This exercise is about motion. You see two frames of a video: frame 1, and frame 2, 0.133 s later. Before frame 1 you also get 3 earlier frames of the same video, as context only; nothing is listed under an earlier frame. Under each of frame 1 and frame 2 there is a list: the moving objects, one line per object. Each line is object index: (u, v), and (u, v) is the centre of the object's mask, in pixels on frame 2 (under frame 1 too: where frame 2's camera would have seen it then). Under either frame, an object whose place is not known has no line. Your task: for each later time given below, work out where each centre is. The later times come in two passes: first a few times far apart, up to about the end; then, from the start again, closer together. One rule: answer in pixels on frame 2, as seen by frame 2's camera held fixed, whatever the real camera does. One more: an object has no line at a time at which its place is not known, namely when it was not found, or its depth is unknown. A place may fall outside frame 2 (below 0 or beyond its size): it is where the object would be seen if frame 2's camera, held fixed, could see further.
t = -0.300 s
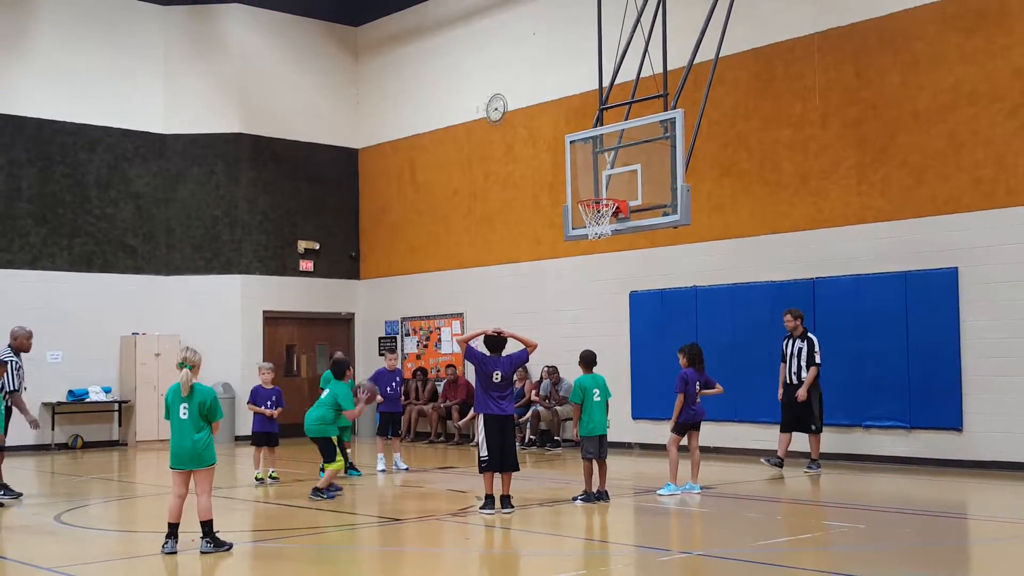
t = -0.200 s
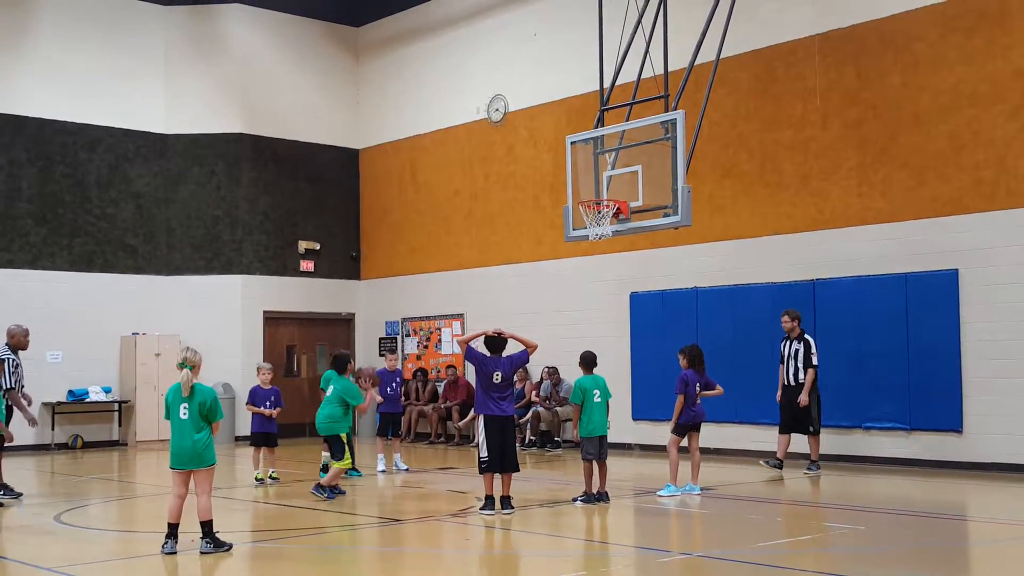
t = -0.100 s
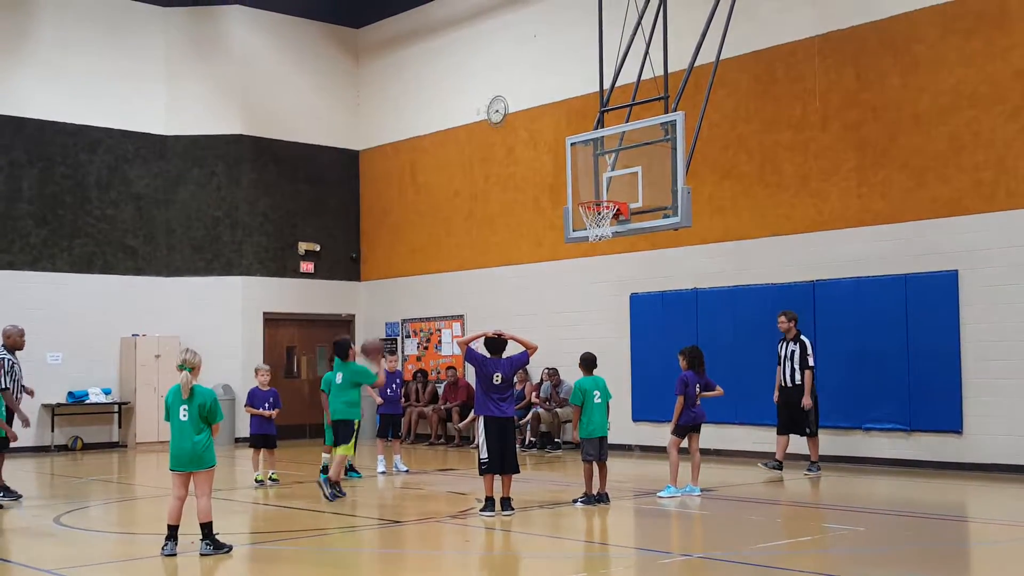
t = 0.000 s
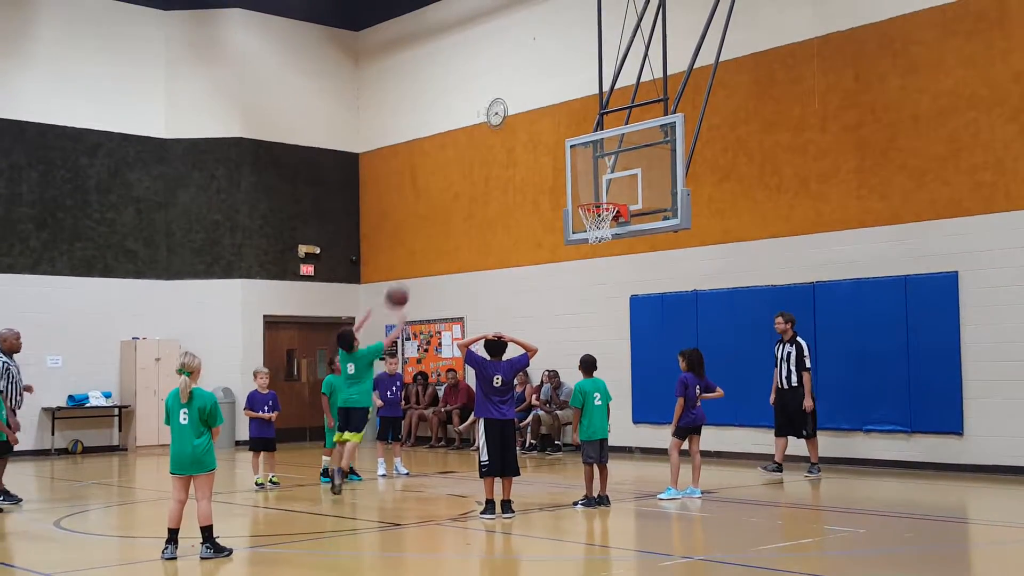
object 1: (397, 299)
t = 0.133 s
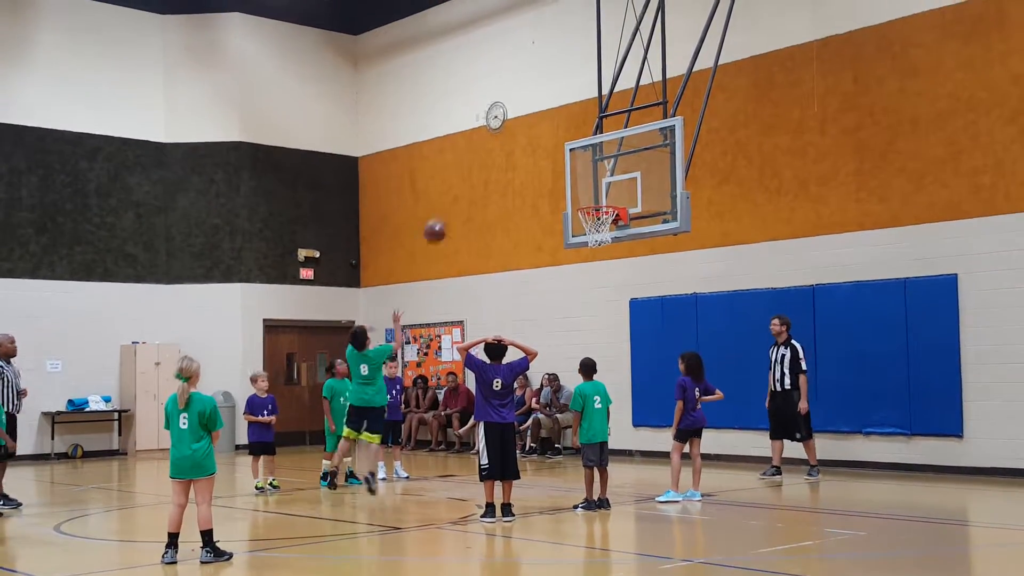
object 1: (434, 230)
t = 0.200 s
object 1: (453, 204)
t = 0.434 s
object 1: (513, 149)
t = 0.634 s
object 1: (560, 141)
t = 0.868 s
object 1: (613, 176)
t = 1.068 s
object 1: (595, 203)
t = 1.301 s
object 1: (594, 244)
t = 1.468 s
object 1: (582, 276)
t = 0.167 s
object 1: (443, 217)
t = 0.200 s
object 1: (453, 204)
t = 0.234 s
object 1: (462, 193)
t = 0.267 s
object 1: (471, 182)
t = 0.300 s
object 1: (479, 174)
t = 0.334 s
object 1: (488, 166)
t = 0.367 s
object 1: (496, 159)
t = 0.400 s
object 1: (505, 153)
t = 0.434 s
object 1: (513, 149)
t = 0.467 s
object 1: (521, 145)
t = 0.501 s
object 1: (529, 142)
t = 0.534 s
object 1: (537, 140)
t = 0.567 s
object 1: (545, 139)
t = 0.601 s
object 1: (553, 140)
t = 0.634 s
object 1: (560, 141)
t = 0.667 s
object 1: (568, 143)
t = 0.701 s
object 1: (576, 146)
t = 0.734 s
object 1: (583, 151)
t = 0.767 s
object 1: (591, 156)
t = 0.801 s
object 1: (598, 161)
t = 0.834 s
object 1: (606, 167)
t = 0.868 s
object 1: (613, 176)
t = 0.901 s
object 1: (610, 181)
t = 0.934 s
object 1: (604, 186)
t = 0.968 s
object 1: (598, 193)
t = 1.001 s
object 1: (592, 199)
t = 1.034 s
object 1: (589, 203)
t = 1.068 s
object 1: (595, 203)
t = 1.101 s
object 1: (604, 206)
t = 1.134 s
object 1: (607, 215)
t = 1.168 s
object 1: (605, 215)
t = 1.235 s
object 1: (596, 234)
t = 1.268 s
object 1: (597, 240)
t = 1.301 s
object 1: (594, 244)
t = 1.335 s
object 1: (591, 247)
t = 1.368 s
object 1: (589, 253)
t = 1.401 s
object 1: (587, 259)
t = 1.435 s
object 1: (584, 267)
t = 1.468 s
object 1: (582, 276)
